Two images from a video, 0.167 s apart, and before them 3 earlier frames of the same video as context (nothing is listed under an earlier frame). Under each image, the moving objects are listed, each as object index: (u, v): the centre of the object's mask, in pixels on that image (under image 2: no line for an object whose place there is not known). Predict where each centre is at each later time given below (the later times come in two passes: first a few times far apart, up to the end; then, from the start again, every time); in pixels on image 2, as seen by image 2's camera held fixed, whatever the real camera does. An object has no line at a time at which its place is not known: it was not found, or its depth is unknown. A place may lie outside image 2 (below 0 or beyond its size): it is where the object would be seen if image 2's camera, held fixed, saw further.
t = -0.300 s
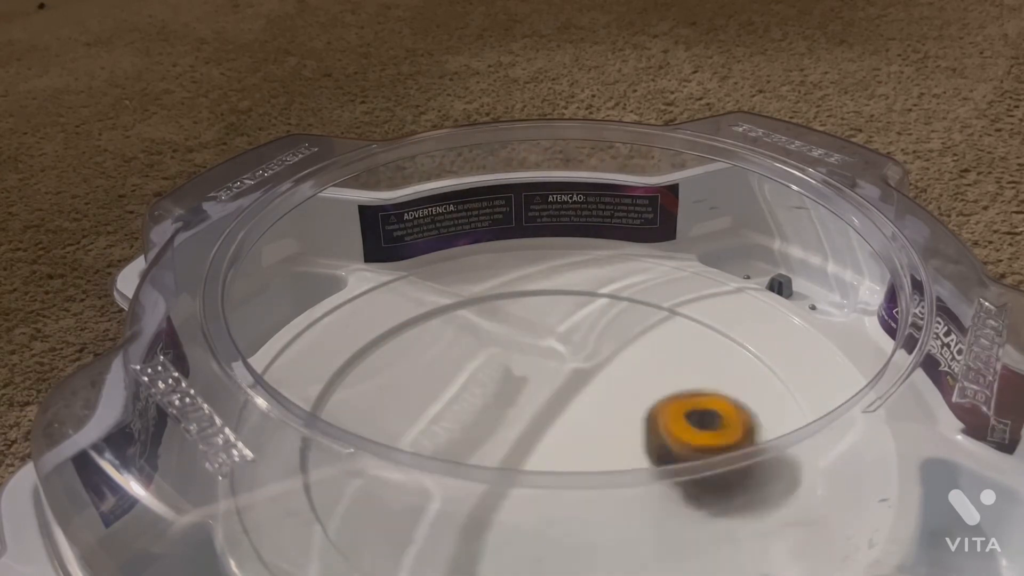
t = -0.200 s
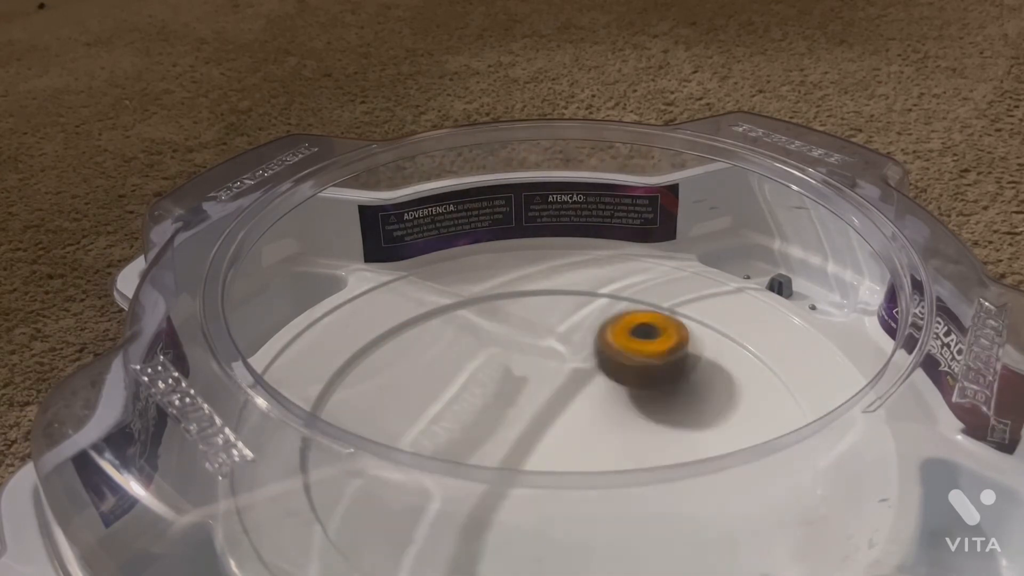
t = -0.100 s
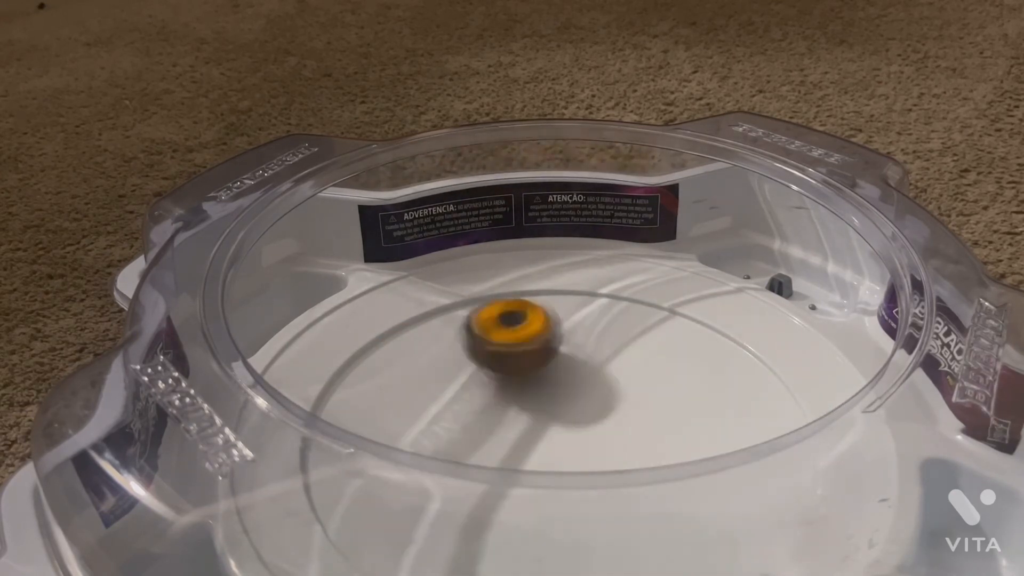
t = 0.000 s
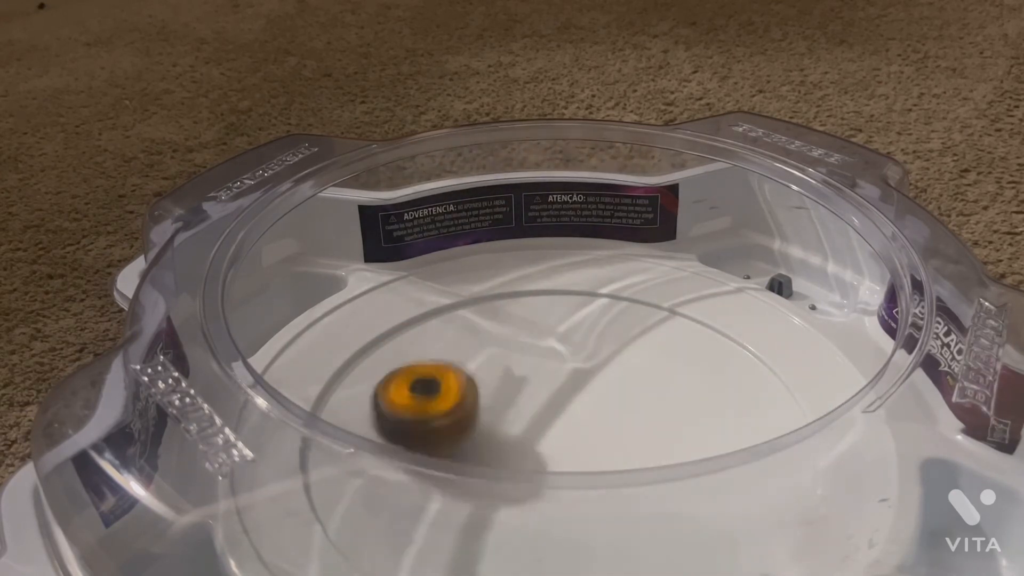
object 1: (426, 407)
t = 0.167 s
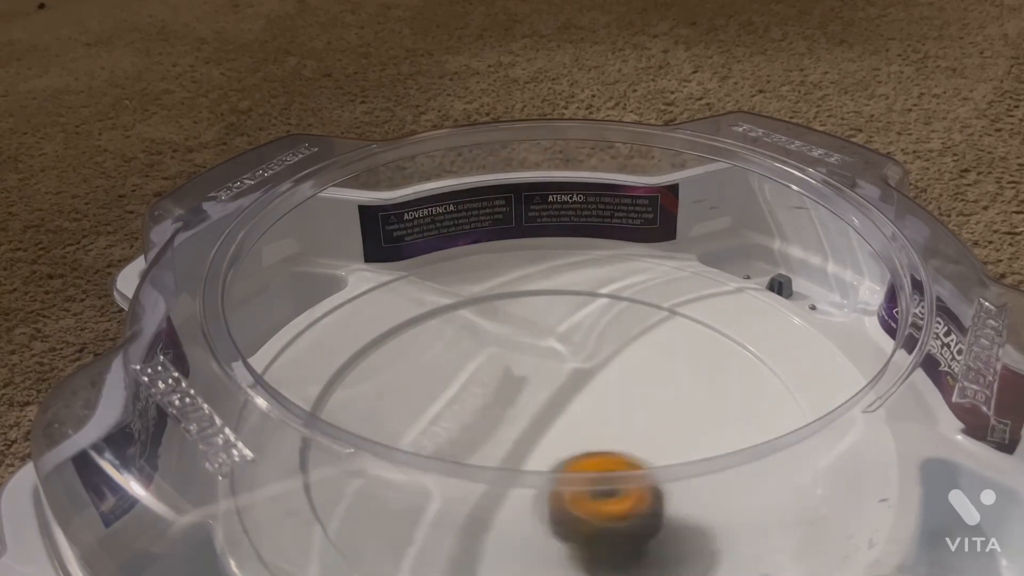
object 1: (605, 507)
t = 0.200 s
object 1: (655, 489)
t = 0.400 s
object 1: (580, 340)
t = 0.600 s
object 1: (443, 456)
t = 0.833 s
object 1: (685, 410)
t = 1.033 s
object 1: (480, 361)
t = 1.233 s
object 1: (551, 502)
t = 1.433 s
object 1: (645, 373)
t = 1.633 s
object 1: (449, 400)
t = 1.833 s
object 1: (625, 482)
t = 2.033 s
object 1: (589, 354)
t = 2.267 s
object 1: (481, 472)
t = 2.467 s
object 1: (666, 417)
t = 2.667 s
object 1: (497, 367)
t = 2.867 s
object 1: (549, 488)
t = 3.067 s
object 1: (637, 384)
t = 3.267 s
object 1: (464, 402)
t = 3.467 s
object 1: (616, 476)
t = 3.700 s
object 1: (551, 362)
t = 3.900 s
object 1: (496, 469)
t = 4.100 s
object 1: (651, 417)
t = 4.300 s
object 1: (499, 378)
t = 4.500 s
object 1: (560, 480)
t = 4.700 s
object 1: (619, 384)
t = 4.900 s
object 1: (476, 415)
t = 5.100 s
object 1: (621, 461)
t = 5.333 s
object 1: (533, 372)
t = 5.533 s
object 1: (525, 463)
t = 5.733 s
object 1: (630, 401)
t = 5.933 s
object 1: (491, 401)
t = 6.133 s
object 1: (597, 467)
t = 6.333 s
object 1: (580, 377)
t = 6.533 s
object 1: (497, 435)
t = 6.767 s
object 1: (627, 409)
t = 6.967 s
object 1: (502, 402)
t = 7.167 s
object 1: (588, 445)
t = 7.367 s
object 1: (577, 381)
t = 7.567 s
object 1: (507, 434)
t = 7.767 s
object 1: (623, 423)
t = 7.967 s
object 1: (515, 398)
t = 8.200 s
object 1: (599, 438)
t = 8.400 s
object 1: (553, 387)
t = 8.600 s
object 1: (537, 440)
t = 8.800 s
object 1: (597, 403)
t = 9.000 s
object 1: (517, 426)
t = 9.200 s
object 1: (597, 425)
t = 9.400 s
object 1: (534, 405)
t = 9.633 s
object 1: (540, 435)
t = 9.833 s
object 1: (600, 424)
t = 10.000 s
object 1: (572, 397)
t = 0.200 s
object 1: (655, 489)
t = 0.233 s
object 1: (685, 461)
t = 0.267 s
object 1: (692, 421)
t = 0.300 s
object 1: (685, 395)
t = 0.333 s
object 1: (659, 368)
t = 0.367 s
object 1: (624, 350)
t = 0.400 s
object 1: (580, 340)
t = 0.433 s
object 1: (537, 340)
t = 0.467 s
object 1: (496, 348)
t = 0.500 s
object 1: (461, 366)
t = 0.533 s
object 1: (438, 392)
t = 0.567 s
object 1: (433, 419)
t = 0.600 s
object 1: (443, 456)
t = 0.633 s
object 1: (474, 481)
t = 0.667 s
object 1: (523, 504)
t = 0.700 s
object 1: (576, 505)
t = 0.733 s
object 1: (625, 492)
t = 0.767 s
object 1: (665, 471)
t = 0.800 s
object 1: (680, 430)
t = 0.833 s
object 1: (685, 410)
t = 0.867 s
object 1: (668, 383)
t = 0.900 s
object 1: (636, 359)
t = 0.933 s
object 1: (599, 347)
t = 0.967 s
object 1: (558, 342)
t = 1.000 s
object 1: (517, 347)
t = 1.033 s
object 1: (480, 361)
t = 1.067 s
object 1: (455, 385)
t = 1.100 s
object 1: (441, 410)
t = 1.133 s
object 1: (446, 429)
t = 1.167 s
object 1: (465, 472)
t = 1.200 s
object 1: (504, 490)
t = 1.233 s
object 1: (551, 502)
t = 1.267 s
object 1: (601, 494)
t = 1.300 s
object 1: (645, 480)
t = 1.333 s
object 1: (671, 448)
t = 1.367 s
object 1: (677, 421)
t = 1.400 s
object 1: (669, 397)
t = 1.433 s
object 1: (645, 373)
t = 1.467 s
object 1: (612, 355)
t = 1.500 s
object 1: (573, 347)
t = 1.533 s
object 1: (534, 348)
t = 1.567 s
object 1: (497, 358)
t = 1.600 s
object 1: (468, 376)
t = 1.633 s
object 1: (449, 400)
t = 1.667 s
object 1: (448, 422)
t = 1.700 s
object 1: (460, 455)
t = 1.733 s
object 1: (492, 479)
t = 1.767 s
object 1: (535, 493)
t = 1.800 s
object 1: (583, 494)
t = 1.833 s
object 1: (625, 482)
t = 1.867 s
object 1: (659, 457)
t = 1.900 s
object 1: (670, 428)
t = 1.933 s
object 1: (670, 407)
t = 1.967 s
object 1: (653, 384)
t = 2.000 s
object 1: (624, 365)
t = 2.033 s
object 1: (589, 354)
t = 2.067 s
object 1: (551, 352)
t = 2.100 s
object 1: (514, 358)
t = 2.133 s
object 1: (482, 370)
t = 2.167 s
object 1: (460, 392)
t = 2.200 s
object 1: (451, 417)
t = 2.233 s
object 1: (460, 433)
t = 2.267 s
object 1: (481, 472)
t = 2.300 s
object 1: (518, 486)
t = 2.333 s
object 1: (562, 492)
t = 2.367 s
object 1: (606, 486)
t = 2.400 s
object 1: (641, 469)
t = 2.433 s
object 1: (659, 433)
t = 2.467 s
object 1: (666, 417)
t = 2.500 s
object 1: (655, 392)
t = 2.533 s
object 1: (632, 371)
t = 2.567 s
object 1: (600, 358)
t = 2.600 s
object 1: (565, 353)
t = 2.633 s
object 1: (528, 356)
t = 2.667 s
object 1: (497, 367)
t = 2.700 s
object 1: (472, 385)
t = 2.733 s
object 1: (459, 409)
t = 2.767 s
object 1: (462, 427)
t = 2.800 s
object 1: (477, 461)
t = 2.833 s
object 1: (509, 479)
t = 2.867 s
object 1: (549, 488)
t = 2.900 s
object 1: (591, 488)
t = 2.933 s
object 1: (628, 475)
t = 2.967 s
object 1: (653, 456)
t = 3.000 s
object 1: (661, 425)
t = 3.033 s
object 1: (656, 404)
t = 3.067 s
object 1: (637, 384)
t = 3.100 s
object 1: (609, 368)
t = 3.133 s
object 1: (575, 359)
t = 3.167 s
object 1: (540, 359)
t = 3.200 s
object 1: (508, 366)
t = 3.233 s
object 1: (480, 381)
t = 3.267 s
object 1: (464, 402)
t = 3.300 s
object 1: (462, 422)
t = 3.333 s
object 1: (476, 436)
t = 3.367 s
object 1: (499, 472)
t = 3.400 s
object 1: (537, 483)
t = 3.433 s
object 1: (578, 484)
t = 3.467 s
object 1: (616, 476)
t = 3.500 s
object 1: (645, 459)
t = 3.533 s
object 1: (656, 428)
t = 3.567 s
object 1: (654, 406)
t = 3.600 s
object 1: (640, 388)
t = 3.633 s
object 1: (617, 373)
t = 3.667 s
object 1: (584, 363)
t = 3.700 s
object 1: (551, 362)
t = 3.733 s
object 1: (518, 369)
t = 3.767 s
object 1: (491, 380)
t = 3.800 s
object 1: (473, 399)
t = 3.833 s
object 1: (466, 420)
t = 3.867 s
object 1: (475, 434)
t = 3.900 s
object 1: (496, 469)
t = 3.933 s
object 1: (529, 479)
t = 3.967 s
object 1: (566, 480)
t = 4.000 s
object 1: (605, 475)
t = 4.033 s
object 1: (633, 462)
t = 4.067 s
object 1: (647, 432)
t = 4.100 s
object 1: (651, 417)
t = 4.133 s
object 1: (639, 394)
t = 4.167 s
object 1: (618, 377)
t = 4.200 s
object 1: (590, 367)
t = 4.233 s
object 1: (557, 362)
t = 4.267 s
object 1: (527, 366)
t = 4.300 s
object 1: (499, 378)
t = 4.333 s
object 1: (480, 395)
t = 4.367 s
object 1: (472, 418)
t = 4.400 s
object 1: (479, 431)
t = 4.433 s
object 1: (497, 442)
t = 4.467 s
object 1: (525, 476)
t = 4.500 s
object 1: (560, 480)
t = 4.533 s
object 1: (596, 474)
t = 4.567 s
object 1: (625, 461)
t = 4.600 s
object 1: (641, 434)
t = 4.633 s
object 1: (647, 421)
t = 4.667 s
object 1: (638, 400)
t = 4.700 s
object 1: (619, 384)
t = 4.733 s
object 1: (593, 373)
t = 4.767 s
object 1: (561, 366)
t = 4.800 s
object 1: (532, 368)
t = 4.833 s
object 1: (505, 380)
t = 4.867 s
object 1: (485, 394)
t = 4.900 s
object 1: (476, 415)
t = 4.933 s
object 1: (481, 430)
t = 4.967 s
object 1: (497, 440)
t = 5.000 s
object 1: (524, 471)
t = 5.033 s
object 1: (557, 477)
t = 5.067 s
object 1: (591, 472)
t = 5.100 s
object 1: (621, 461)
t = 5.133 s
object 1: (637, 434)
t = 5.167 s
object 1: (643, 421)
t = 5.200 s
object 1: (636, 403)
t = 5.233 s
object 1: (617, 386)
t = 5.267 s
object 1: (592, 374)
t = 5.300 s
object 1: (563, 370)
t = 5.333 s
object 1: (533, 372)
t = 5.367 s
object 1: (508, 381)
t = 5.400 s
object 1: (489, 398)
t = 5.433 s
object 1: (479, 416)
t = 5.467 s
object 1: (484, 430)
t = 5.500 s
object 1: (500, 440)
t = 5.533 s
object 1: (525, 463)
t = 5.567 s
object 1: (558, 474)
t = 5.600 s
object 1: (591, 470)
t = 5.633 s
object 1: (619, 460)
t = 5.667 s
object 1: (632, 433)
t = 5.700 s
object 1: (638, 421)
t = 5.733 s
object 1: (630, 401)
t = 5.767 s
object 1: (613, 385)
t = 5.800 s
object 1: (588, 377)
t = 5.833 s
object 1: (558, 371)
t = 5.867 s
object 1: (531, 377)
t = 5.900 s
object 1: (507, 385)
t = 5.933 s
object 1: (491, 401)
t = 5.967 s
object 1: (484, 418)
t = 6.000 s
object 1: (491, 432)
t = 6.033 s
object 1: (509, 441)
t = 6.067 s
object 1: (536, 469)
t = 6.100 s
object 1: (567, 471)
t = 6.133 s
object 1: (597, 467)
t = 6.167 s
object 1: (620, 440)
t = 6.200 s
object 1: (633, 430)
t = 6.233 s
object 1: (635, 418)
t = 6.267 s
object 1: (623, 398)
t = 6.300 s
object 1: (604, 386)
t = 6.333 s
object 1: (580, 377)
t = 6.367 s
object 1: (551, 376)
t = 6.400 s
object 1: (525, 380)
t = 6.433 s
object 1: (503, 392)
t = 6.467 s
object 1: (491, 408)
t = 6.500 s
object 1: (488, 424)
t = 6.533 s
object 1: (497, 435)
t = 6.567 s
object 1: (519, 442)
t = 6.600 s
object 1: (545, 462)
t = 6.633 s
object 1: (574, 448)
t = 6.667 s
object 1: (603, 455)
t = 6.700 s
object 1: (621, 436)
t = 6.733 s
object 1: (631, 426)
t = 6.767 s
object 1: (627, 409)
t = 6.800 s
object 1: (614, 394)
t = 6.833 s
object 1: (594, 382)
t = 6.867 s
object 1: (568, 377)
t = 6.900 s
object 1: (541, 379)
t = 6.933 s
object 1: (518, 386)
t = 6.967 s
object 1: (502, 402)
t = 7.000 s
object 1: (492, 416)
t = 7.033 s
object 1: (496, 430)
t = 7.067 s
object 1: (511, 438)
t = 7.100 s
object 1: (533, 445)
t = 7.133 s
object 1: (560, 461)
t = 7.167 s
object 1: (588, 445)
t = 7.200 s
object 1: (611, 440)
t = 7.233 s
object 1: (624, 431)
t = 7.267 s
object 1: (626, 420)
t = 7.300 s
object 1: (617, 403)
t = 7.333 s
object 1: (599, 388)
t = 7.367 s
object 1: (577, 381)
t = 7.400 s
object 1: (553, 380)
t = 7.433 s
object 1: (528, 383)
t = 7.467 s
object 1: (510, 397)
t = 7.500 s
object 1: (498, 410)
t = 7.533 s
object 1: (497, 424)
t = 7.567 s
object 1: (507, 434)
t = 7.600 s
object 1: (528, 441)
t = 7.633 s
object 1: (552, 446)
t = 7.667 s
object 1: (579, 458)
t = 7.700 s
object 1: (602, 440)
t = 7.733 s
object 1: (618, 434)
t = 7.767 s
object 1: (623, 423)
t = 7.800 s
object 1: (616, 407)
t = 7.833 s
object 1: (602, 395)
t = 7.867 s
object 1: (580, 387)
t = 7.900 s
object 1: (557, 383)
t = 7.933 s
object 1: (534, 387)
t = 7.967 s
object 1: (515, 398)
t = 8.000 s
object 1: (503, 410)
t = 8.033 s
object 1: (501, 423)
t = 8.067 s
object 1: (511, 433)
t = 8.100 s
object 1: (529, 440)
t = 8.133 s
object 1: (553, 443)
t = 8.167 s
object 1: (579, 442)
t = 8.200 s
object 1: (599, 438)
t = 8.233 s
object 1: (613, 431)
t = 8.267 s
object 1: (616, 420)
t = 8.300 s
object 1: (609, 406)
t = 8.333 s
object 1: (593, 394)
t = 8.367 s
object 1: (573, 387)
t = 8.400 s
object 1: (553, 387)
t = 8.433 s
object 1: (533, 392)
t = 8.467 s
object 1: (517, 402)
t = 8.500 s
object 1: (508, 413)
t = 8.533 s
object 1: (509, 426)
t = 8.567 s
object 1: (521, 435)
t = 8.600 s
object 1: (537, 440)
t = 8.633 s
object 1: (561, 441)
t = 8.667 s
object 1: (584, 439)
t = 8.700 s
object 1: (600, 436)
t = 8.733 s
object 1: (609, 428)
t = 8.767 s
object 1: (608, 415)
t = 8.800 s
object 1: (597, 403)
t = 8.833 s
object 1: (581, 395)
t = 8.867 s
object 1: (561, 393)
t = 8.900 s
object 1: (542, 396)
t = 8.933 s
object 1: (527, 403)
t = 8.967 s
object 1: (518, 415)
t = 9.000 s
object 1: (517, 426)
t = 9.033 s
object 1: (526, 433)
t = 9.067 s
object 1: (544, 438)
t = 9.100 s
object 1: (561, 440)
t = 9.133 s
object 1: (578, 437)
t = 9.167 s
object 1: (593, 432)
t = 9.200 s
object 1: (597, 425)
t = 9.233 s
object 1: (589, 412)
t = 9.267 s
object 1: (578, 405)
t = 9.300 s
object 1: (567, 403)
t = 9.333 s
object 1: (556, 402)
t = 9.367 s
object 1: (545, 403)
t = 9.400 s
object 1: (534, 405)
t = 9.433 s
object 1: (526, 409)
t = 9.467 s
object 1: (520, 414)
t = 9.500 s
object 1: (517, 419)
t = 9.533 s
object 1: (516, 425)
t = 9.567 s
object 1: (522, 428)
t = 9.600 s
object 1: (530, 432)
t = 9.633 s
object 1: (540, 435)
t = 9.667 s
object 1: (553, 436)
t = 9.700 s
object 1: (566, 437)
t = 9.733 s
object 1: (579, 436)
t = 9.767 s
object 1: (589, 432)
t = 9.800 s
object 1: (597, 428)
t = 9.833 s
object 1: (600, 424)
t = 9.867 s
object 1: (600, 417)
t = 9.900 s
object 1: (598, 410)
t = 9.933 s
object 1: (590, 403)
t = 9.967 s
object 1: (581, 399)
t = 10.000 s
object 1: (572, 397)
